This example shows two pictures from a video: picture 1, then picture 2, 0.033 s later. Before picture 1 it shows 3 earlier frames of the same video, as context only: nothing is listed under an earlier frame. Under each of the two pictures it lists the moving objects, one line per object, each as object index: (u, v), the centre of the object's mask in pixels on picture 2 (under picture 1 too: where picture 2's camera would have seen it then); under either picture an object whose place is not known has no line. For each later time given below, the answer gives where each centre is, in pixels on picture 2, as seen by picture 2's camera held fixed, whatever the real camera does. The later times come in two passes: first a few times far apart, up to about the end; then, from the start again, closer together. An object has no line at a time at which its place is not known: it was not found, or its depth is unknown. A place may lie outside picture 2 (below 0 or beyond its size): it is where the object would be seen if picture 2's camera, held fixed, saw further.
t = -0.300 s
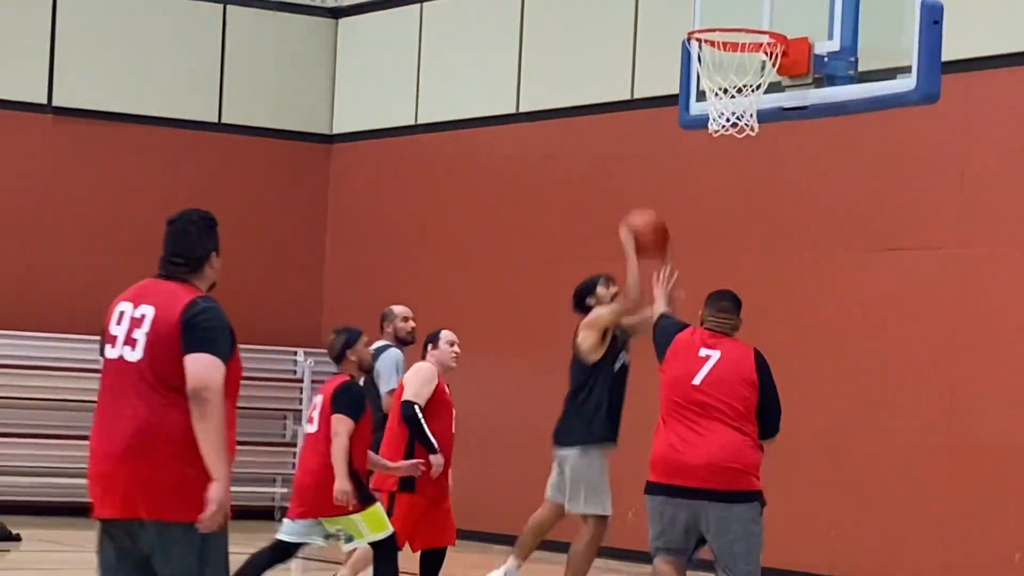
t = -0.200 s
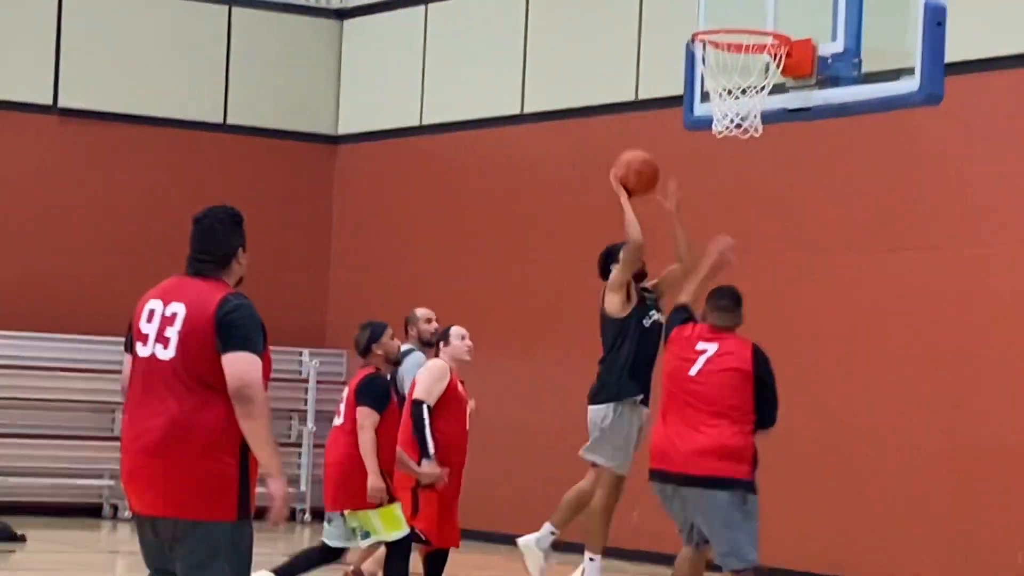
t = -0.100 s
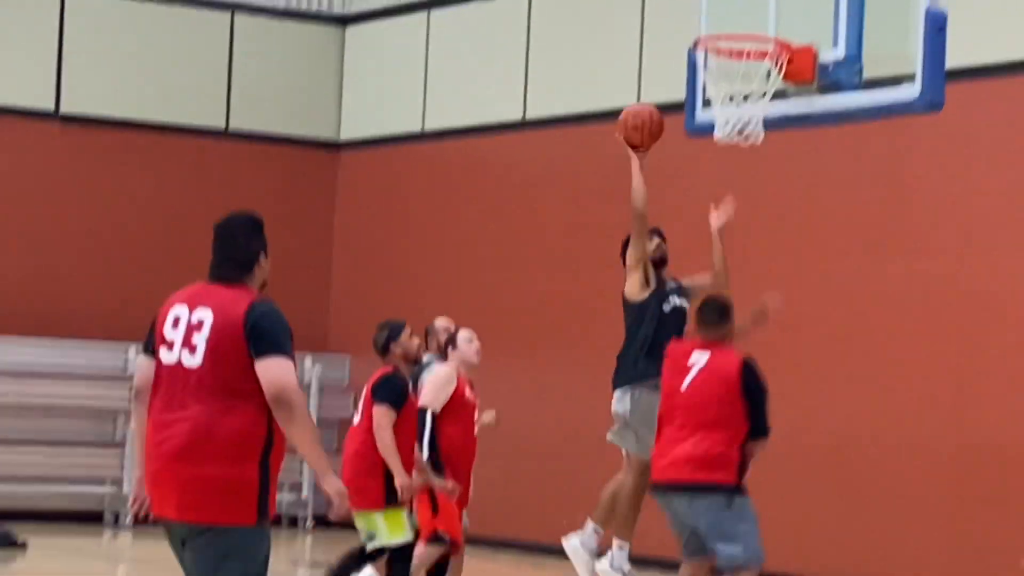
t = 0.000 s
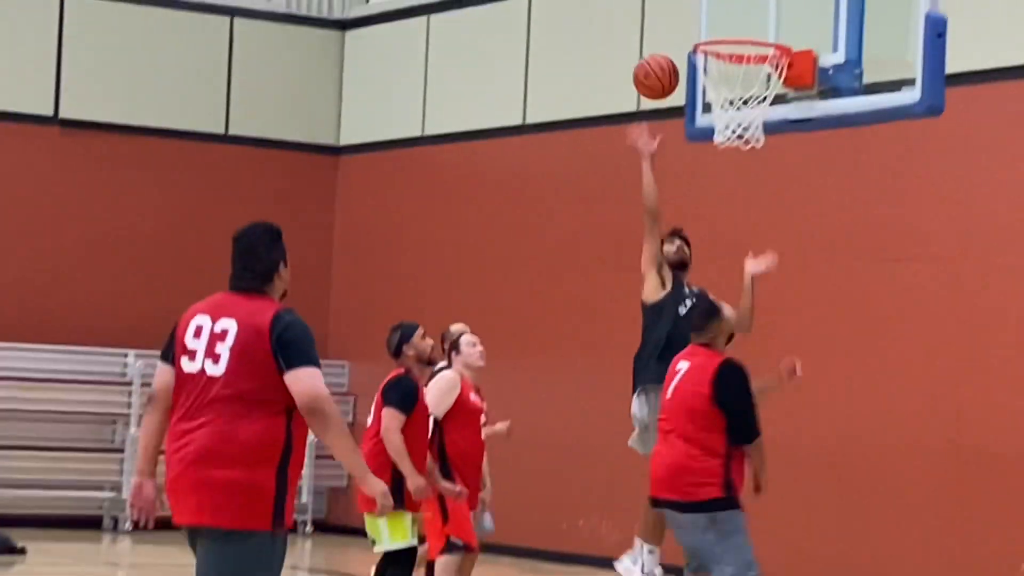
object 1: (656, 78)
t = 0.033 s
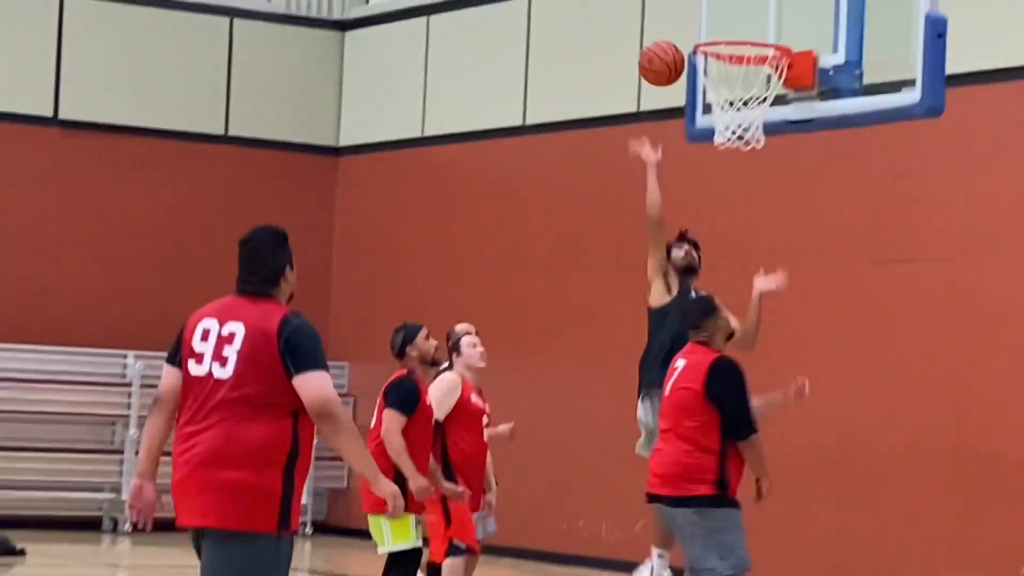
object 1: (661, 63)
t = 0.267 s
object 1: (697, 21)
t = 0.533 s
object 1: (711, 24)
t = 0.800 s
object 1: (741, 81)
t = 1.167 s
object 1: (751, 161)
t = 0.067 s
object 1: (667, 51)
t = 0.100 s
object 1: (672, 41)
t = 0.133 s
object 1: (677, 33)
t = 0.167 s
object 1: (682, 27)
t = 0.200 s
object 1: (687, 23)
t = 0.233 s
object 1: (692, 21)
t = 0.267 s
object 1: (697, 21)
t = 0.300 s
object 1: (702, 22)
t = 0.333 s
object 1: (706, 24)
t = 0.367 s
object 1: (708, 22)
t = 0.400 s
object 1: (709, 20)
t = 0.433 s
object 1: (710, 18)
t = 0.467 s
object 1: (710, 19)
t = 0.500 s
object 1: (710, 21)
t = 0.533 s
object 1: (711, 24)
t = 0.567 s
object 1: (713, 25)
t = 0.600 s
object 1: (718, 26)
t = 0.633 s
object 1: (722, 36)
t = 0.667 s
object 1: (726, 41)
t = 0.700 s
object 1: (729, 50)
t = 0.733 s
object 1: (733, 61)
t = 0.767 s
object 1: (737, 73)
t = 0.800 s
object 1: (741, 81)
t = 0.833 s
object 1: (745, 86)
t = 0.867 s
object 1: (749, 92)
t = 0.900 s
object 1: (751, 95)
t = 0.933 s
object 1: (753, 100)
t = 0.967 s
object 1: (755, 105)
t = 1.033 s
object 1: (755, 117)
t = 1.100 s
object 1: (755, 144)
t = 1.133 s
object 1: (754, 152)
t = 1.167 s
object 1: (751, 161)
